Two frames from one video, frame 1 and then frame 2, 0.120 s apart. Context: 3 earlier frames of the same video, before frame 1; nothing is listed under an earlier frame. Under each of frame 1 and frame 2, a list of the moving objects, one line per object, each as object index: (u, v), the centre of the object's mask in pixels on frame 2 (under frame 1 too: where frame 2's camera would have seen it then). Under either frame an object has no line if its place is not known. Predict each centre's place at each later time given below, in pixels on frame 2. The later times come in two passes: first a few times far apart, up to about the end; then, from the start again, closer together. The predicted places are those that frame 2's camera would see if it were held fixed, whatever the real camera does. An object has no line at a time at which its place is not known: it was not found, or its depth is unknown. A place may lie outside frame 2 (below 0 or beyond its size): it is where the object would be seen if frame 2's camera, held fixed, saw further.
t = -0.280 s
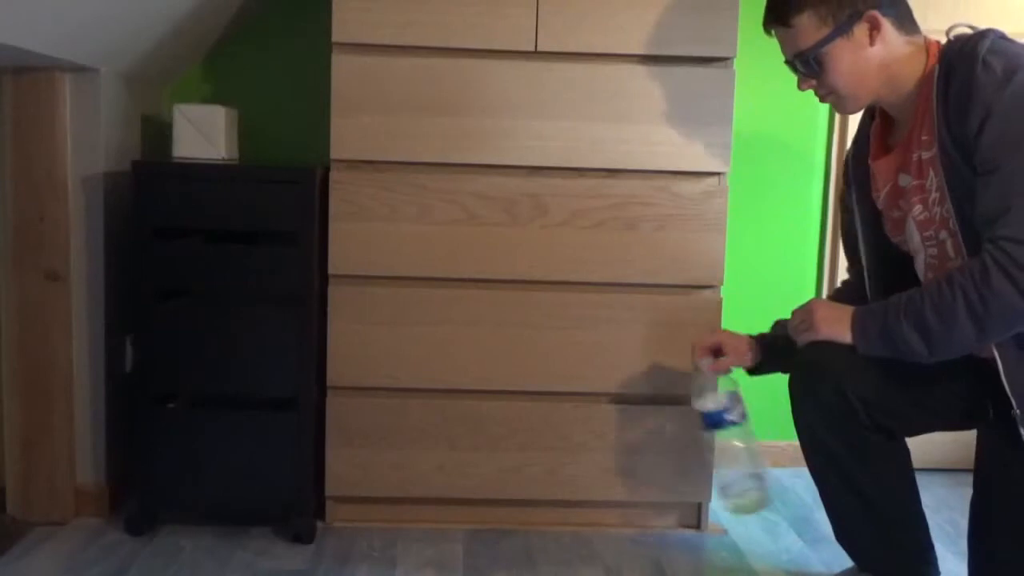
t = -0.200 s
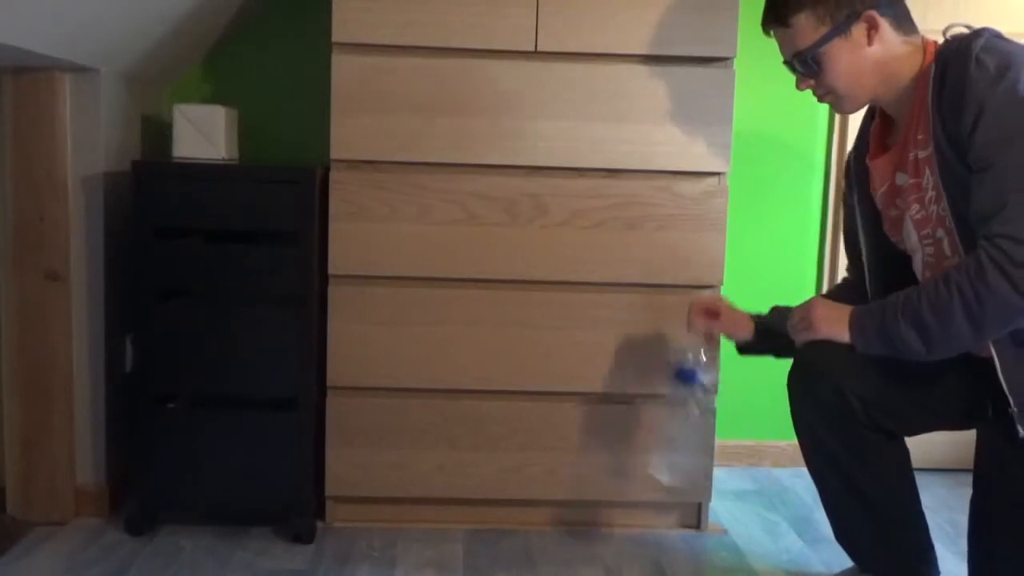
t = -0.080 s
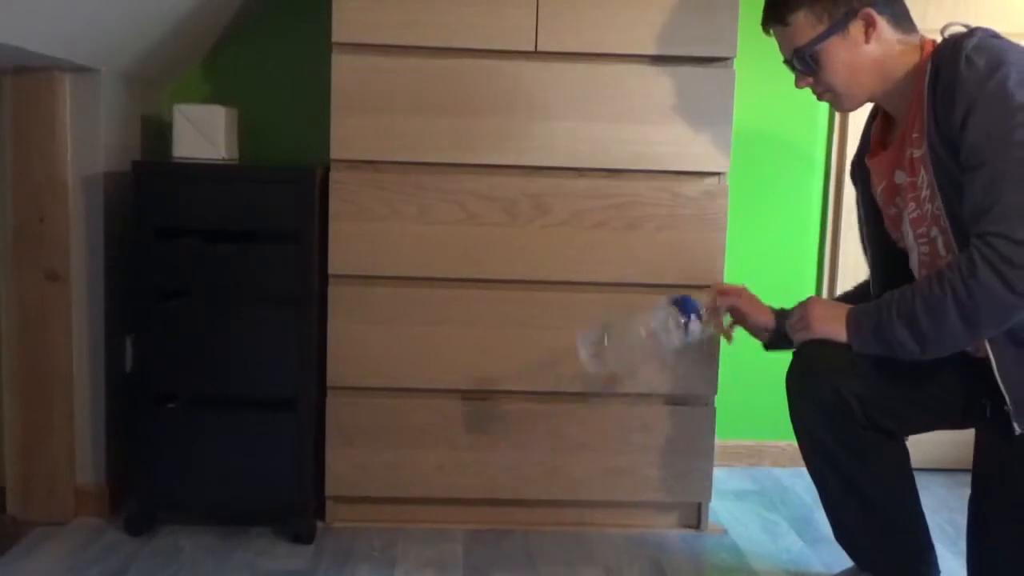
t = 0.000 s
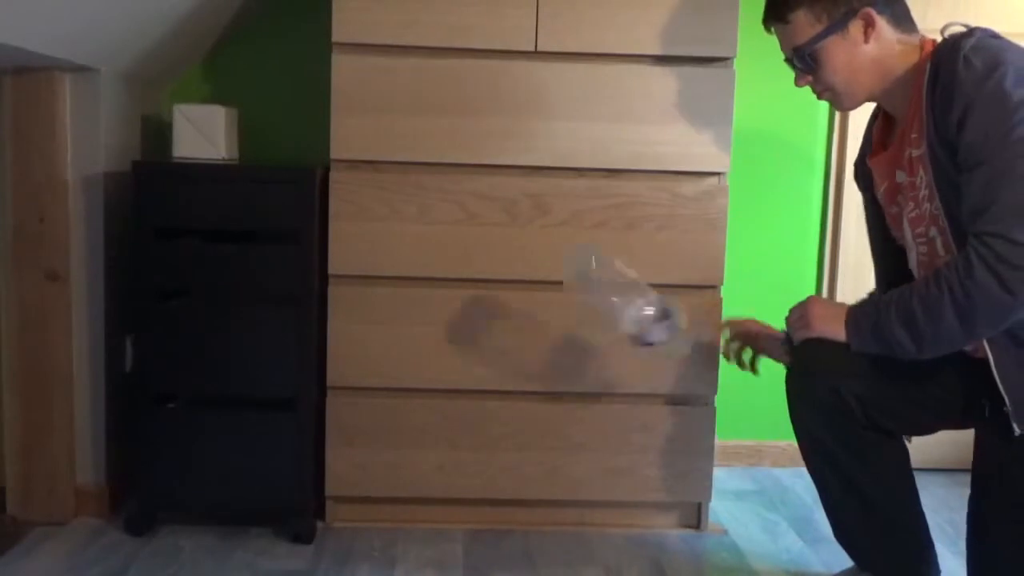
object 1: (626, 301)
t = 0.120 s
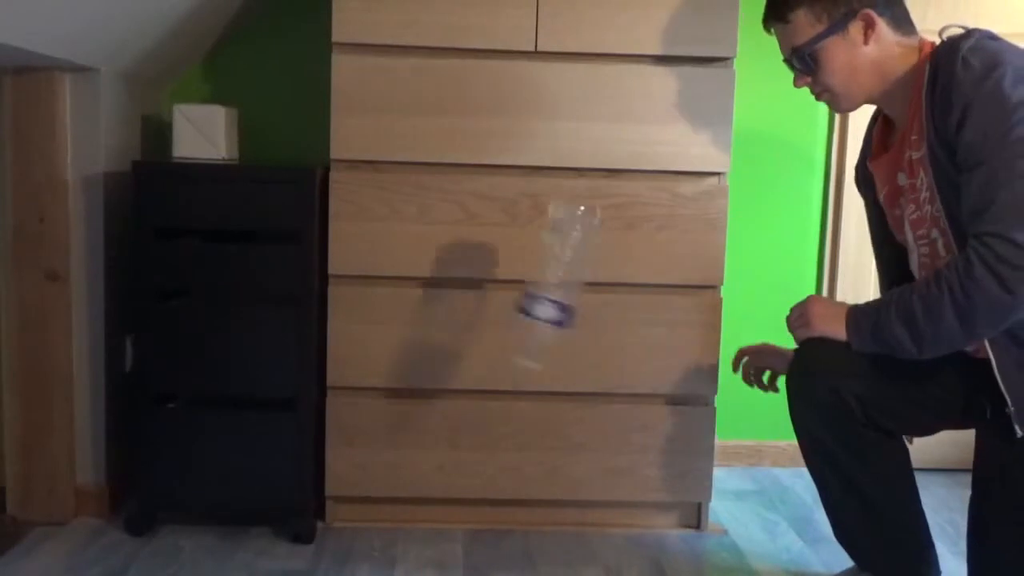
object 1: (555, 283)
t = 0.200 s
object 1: (511, 271)
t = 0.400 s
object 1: (480, 406)
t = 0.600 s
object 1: (494, 508)
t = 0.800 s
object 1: (495, 508)
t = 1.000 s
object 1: (464, 510)
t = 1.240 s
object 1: (482, 510)
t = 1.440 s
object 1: (476, 511)
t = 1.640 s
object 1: (478, 510)
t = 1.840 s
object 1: (478, 511)
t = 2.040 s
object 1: (478, 511)
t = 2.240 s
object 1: (478, 510)
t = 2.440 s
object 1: (478, 511)
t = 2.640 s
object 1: (478, 510)
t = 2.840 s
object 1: (478, 510)
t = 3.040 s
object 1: (478, 510)
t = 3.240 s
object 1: (477, 510)
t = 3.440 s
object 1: (477, 510)
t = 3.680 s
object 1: (477, 511)
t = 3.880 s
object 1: (477, 511)
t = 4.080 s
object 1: (477, 510)
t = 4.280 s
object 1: (477, 510)
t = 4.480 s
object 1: (477, 510)
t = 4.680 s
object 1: (477, 510)
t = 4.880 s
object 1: (477, 510)
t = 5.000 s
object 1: (477, 510)
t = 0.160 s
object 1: (531, 276)
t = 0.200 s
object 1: (511, 271)
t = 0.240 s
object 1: (501, 273)
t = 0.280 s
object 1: (489, 291)
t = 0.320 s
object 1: (480, 312)
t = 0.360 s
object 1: (482, 355)
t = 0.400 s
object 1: (480, 406)
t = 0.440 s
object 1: (479, 476)
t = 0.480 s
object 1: (476, 513)
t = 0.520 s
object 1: (486, 508)
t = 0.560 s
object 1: (491, 508)
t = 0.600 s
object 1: (494, 508)
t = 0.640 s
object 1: (496, 508)
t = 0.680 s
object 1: (498, 508)
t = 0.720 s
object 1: (498, 508)
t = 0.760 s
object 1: (497, 507)
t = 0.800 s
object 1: (495, 508)
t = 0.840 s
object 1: (492, 508)
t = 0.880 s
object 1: (487, 508)
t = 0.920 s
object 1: (477, 509)
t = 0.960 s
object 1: (469, 510)
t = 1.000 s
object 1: (464, 510)
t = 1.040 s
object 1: (463, 510)
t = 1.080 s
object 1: (466, 510)
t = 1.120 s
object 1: (472, 510)
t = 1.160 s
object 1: (481, 510)
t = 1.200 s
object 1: (484, 510)
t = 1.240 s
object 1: (482, 510)
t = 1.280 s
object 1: (476, 510)
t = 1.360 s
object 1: (479, 510)
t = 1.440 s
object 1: (476, 511)
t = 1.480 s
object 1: (477, 511)
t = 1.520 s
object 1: (478, 510)
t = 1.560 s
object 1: (477, 511)
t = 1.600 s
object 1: (478, 510)
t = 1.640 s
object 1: (478, 510)
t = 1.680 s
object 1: (478, 510)
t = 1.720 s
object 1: (477, 510)
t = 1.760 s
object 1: (477, 510)
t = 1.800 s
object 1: (477, 510)
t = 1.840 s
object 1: (478, 511)
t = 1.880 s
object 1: (478, 510)
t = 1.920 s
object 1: (478, 511)
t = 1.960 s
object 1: (478, 510)
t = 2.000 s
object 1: (478, 511)
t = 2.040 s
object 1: (478, 511)
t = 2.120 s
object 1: (478, 510)
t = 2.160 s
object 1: (478, 510)
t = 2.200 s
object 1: (478, 510)
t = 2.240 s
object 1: (478, 510)
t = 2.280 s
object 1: (478, 510)
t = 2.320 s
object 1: (478, 510)
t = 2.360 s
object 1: (478, 510)
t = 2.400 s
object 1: (478, 511)
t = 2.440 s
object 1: (478, 511)
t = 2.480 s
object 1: (478, 510)
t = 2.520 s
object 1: (478, 510)
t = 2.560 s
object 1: (478, 510)
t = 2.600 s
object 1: (478, 511)
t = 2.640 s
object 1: (478, 510)
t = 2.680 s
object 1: (478, 510)
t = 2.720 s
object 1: (478, 510)
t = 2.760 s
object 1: (478, 510)
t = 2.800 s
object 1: (478, 510)
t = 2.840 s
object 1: (478, 510)
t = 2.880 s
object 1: (477, 510)
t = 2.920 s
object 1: (478, 510)
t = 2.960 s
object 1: (478, 510)
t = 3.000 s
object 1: (478, 510)
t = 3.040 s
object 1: (478, 510)
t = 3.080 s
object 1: (478, 510)
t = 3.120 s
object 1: (477, 510)
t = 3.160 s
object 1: (477, 511)
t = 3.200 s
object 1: (477, 511)
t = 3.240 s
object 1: (477, 510)
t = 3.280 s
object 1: (477, 510)
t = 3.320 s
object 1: (477, 510)
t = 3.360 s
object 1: (477, 510)
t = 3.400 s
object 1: (477, 510)
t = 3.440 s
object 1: (477, 510)
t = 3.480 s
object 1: (477, 511)
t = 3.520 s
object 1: (477, 511)
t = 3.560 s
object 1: (477, 511)
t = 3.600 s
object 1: (477, 511)
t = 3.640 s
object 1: (477, 510)
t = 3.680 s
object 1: (477, 511)
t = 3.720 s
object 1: (477, 511)
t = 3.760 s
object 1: (477, 510)
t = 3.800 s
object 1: (477, 511)
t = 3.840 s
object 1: (477, 511)
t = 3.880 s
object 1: (477, 511)
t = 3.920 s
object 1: (477, 511)
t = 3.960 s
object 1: (477, 510)
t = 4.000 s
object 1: (477, 510)
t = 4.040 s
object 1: (477, 510)
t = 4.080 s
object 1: (477, 510)
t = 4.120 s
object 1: (477, 510)
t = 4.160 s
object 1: (477, 510)
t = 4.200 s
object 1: (478, 510)
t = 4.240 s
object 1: (477, 510)
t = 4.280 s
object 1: (477, 510)
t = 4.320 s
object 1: (477, 510)
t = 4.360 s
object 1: (477, 510)
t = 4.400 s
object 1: (477, 510)
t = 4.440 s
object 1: (477, 510)
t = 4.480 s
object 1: (477, 510)
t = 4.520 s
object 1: (477, 510)
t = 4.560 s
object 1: (477, 510)
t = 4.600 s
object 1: (477, 510)
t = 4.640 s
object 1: (477, 510)
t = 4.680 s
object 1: (477, 510)
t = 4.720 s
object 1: (477, 510)
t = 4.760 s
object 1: (477, 510)
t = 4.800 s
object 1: (477, 510)
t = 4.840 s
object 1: (477, 510)
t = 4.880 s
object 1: (477, 510)
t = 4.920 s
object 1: (477, 510)
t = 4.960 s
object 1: (477, 510)
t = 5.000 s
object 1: (477, 510)
